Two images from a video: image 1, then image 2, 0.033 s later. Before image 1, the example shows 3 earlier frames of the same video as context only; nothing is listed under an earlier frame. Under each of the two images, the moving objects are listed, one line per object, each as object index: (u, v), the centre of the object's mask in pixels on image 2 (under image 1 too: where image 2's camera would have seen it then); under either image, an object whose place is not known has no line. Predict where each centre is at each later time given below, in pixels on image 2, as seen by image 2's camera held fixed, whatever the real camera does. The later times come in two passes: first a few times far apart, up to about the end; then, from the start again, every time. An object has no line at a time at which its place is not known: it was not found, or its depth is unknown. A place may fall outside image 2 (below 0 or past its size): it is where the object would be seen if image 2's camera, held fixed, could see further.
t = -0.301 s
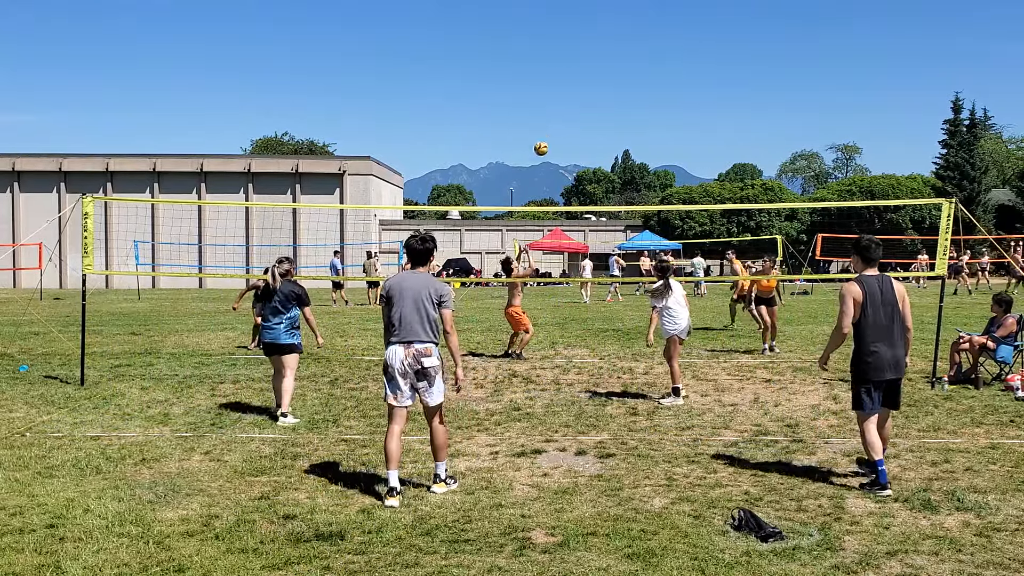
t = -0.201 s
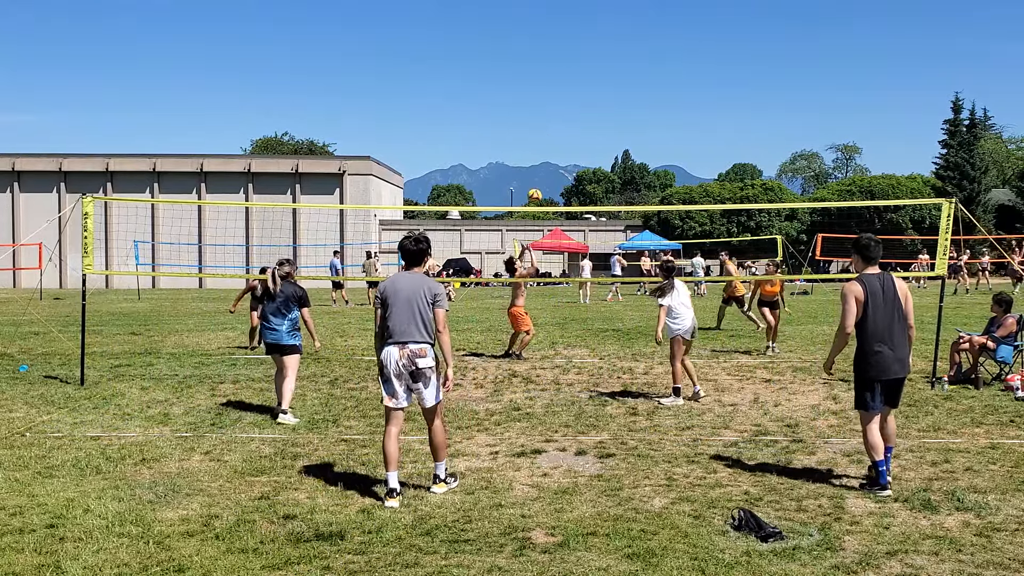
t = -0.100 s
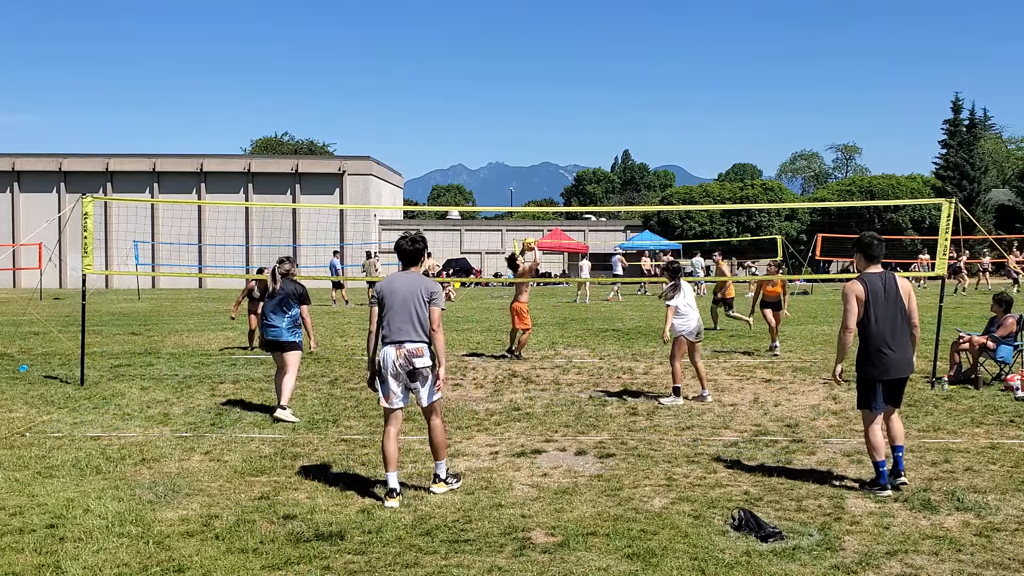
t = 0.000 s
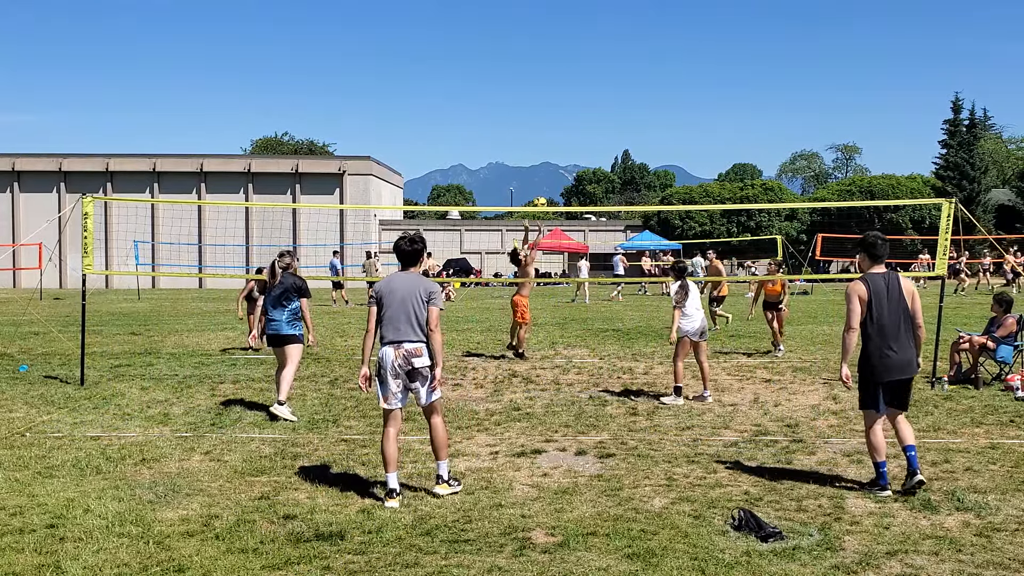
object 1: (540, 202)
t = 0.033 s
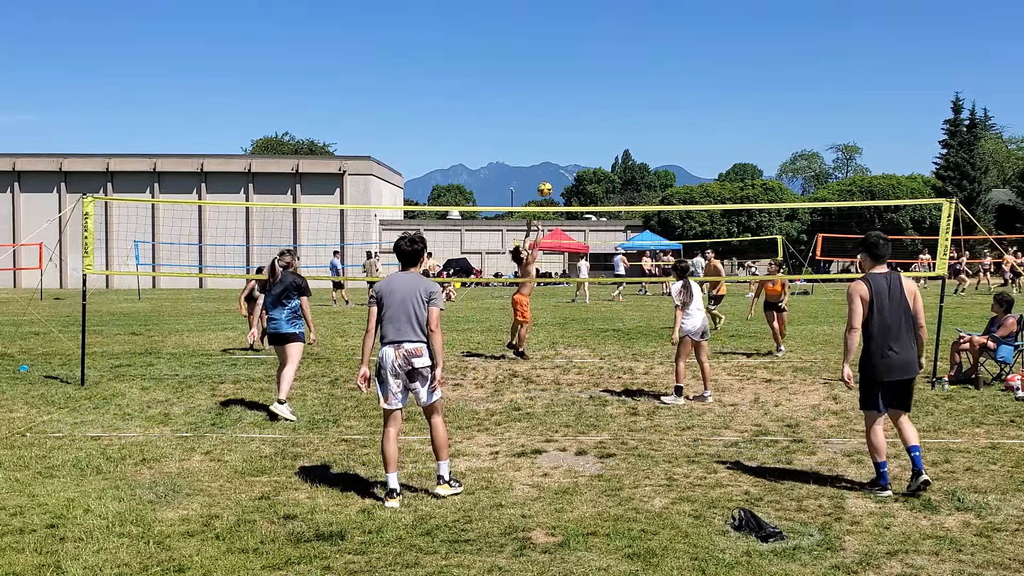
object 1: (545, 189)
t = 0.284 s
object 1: (580, 103)
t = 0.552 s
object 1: (618, 57)
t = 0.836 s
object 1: (661, 64)
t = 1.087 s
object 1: (700, 118)
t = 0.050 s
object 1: (547, 182)
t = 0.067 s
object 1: (549, 176)
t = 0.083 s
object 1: (552, 169)
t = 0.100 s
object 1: (554, 162)
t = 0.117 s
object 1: (556, 156)
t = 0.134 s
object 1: (559, 150)
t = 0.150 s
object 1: (561, 144)
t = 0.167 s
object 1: (563, 138)
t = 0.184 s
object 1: (566, 133)
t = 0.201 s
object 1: (568, 127)
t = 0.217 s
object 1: (571, 122)
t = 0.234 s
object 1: (573, 117)
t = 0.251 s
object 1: (575, 112)
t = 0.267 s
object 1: (577, 108)
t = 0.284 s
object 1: (580, 103)
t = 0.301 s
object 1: (582, 99)
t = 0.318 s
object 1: (584, 95)
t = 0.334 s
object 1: (586, 91)
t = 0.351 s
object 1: (589, 87)
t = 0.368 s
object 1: (591, 84)
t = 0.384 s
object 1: (594, 80)
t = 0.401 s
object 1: (596, 77)
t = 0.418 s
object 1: (598, 74)
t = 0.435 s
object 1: (601, 72)
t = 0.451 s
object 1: (603, 69)
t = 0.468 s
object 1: (606, 66)
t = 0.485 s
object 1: (608, 64)
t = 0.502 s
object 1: (610, 62)
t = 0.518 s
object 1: (613, 60)
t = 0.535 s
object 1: (615, 59)
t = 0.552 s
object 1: (618, 57)
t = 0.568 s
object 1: (620, 56)
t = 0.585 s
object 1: (623, 55)
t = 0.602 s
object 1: (625, 54)
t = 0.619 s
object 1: (628, 54)
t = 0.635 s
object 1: (630, 53)
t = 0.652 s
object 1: (633, 53)
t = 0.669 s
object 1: (635, 53)
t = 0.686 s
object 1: (638, 53)
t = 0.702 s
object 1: (640, 53)
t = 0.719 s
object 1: (643, 54)
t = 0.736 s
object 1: (645, 55)
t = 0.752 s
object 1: (648, 56)
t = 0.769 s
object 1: (650, 57)
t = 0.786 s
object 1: (653, 58)
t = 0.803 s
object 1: (655, 60)
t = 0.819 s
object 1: (658, 62)
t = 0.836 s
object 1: (661, 64)
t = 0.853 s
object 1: (663, 66)
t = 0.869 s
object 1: (666, 68)
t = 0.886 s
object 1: (669, 71)
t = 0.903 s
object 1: (671, 74)
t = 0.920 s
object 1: (674, 77)
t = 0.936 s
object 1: (676, 80)
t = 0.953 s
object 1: (679, 83)
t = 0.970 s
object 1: (682, 87)
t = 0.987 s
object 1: (685, 91)
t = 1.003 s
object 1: (687, 95)
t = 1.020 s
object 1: (690, 99)
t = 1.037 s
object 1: (692, 104)
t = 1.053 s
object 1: (695, 108)
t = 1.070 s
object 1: (698, 113)
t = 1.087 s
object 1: (700, 118)
